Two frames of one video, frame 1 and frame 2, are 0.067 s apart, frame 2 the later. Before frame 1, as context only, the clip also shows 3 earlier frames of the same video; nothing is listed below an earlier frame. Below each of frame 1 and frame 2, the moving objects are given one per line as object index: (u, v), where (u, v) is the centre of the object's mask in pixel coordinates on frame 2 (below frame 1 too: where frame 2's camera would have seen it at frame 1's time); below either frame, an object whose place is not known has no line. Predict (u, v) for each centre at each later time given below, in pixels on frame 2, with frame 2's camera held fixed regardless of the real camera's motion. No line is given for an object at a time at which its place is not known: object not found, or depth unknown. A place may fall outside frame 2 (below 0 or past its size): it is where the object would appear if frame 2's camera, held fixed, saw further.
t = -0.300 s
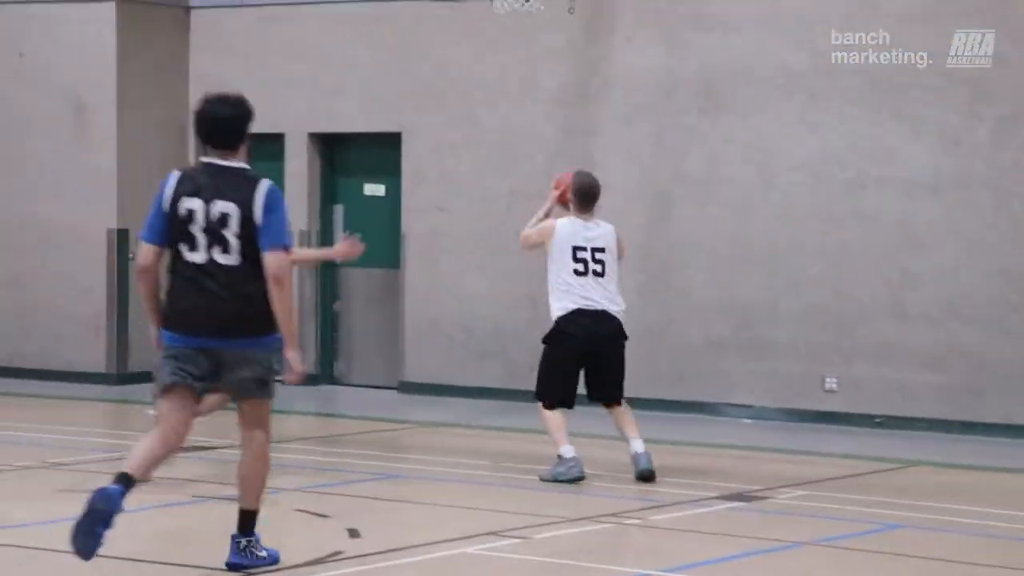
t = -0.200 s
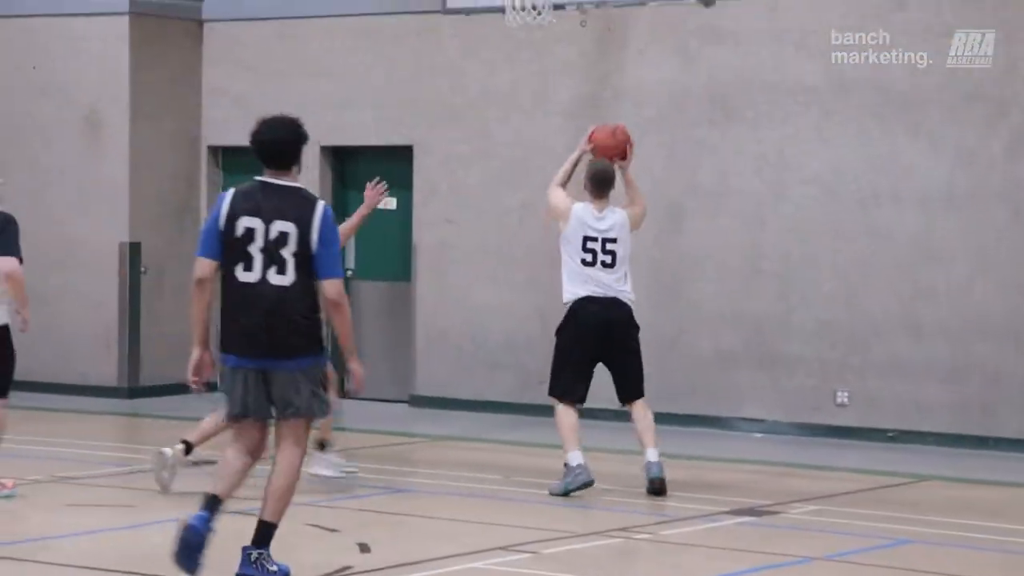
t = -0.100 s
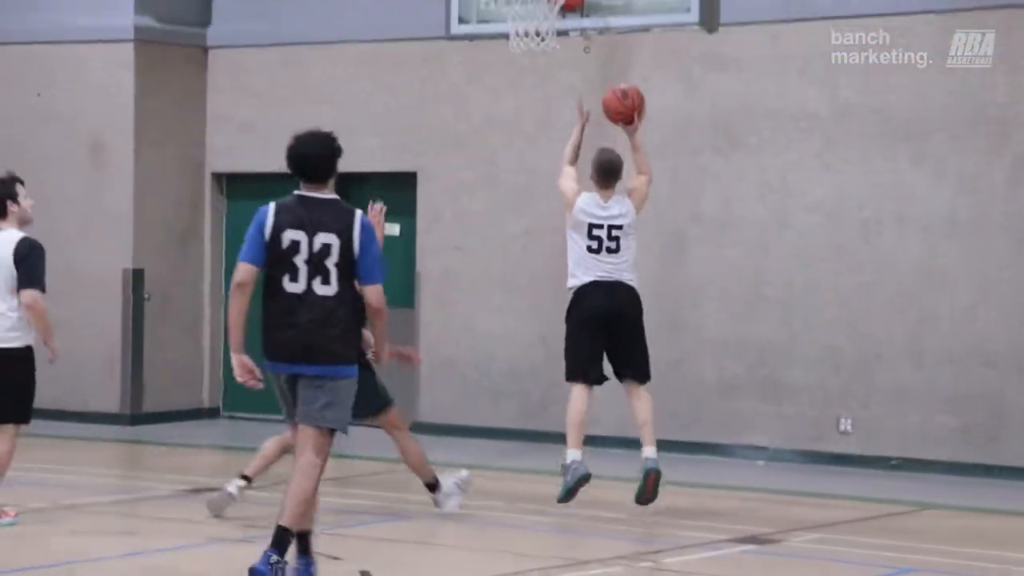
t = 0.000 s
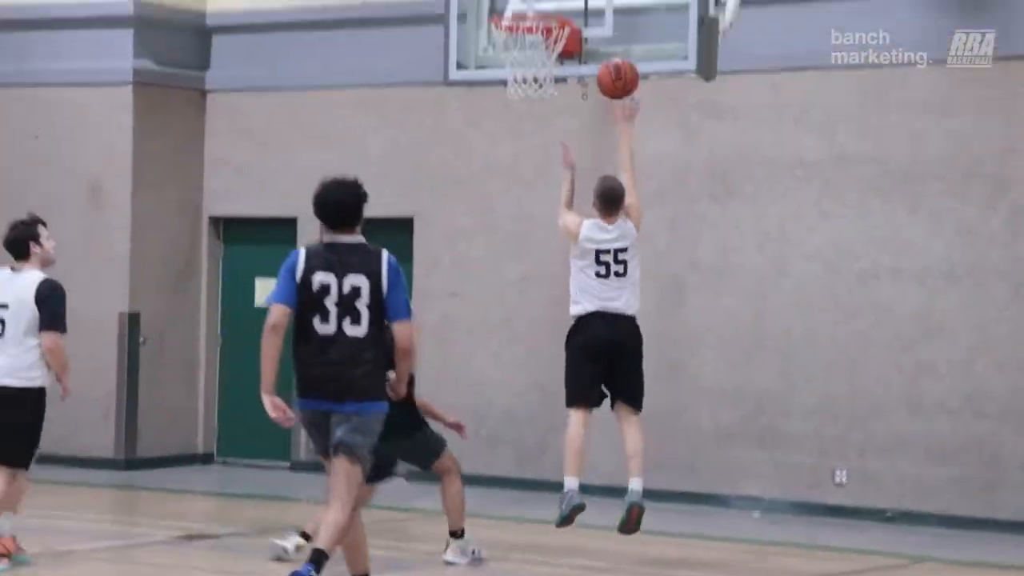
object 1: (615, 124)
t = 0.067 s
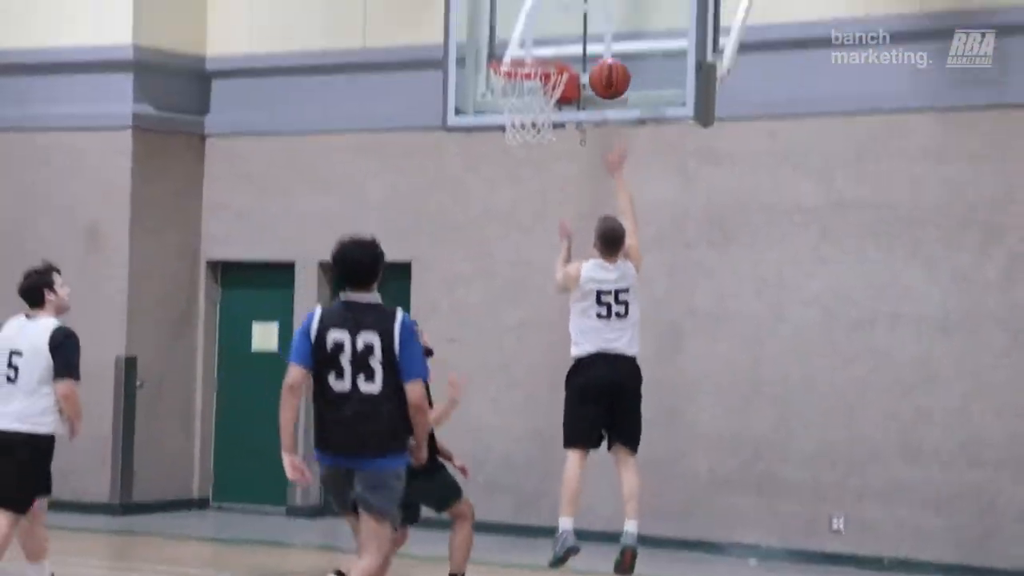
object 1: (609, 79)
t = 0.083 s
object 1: (608, 68)
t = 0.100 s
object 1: (606, 59)
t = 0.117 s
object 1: (604, 49)
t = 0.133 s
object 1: (602, 41)
